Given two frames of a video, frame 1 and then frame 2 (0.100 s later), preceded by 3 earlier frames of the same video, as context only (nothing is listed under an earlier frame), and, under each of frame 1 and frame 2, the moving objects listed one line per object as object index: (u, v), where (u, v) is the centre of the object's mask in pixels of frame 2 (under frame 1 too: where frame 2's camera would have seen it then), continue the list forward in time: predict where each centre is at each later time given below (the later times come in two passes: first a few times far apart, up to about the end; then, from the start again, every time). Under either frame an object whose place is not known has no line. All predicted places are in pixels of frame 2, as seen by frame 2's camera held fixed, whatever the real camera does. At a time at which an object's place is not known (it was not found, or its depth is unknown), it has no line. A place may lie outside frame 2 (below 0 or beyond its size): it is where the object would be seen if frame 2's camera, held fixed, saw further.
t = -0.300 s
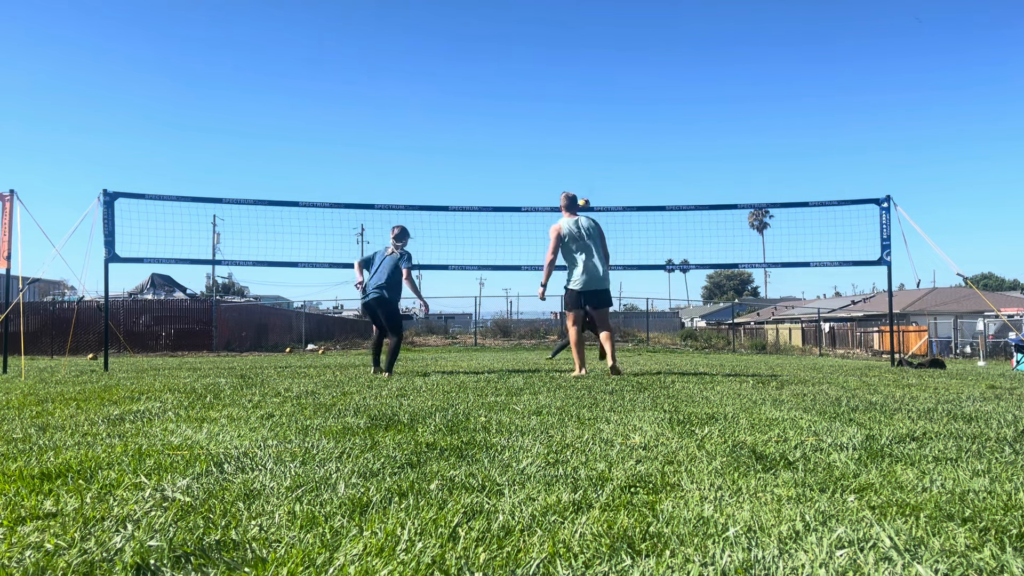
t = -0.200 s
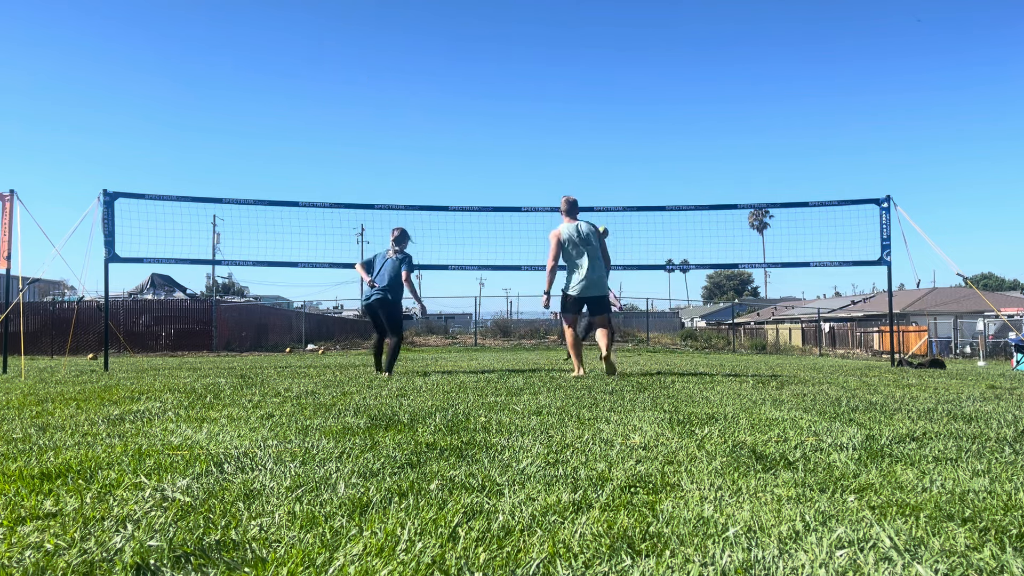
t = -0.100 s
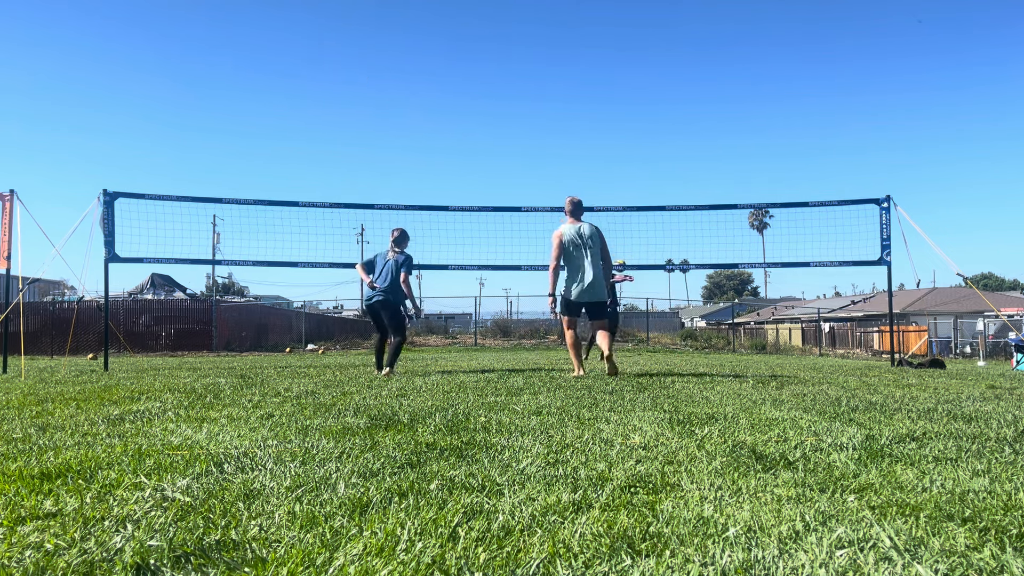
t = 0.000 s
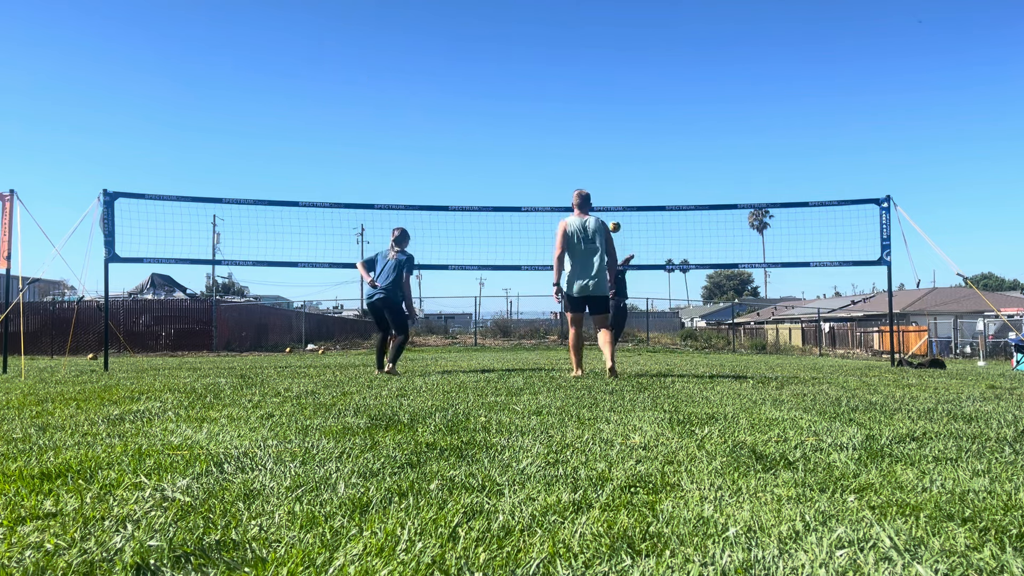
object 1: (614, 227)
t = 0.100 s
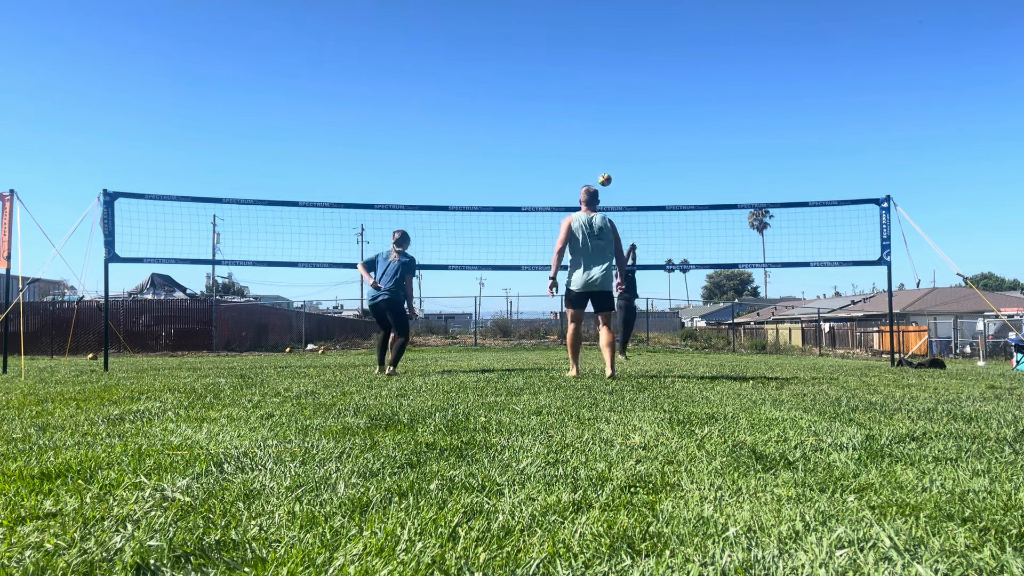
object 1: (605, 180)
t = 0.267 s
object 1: (591, 114)
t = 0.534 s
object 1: (573, 47)
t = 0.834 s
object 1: (557, 25)
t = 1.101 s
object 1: (548, 57)
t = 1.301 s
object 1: (544, 113)
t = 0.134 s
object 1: (602, 165)
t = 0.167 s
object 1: (599, 151)
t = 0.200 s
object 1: (597, 138)
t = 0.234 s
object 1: (594, 126)
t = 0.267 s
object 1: (591, 114)
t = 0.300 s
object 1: (589, 104)
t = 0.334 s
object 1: (586, 93)
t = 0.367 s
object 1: (584, 84)
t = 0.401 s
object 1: (582, 75)
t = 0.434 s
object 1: (580, 67)
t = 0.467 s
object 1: (577, 59)
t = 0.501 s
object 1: (575, 53)
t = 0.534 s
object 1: (573, 47)
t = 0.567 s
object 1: (571, 41)
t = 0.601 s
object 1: (569, 37)
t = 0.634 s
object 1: (567, 33)
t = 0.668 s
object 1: (566, 30)
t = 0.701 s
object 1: (564, 28)
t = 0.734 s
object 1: (562, 26)
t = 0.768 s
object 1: (560, 25)
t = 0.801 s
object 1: (559, 25)
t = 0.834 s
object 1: (557, 25)
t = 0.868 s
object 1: (556, 27)
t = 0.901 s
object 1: (555, 29)
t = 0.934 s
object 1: (553, 32)
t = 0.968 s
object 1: (552, 35)
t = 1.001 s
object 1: (551, 39)
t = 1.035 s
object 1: (550, 44)
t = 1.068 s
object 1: (549, 50)
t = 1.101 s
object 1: (548, 57)
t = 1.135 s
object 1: (547, 64)
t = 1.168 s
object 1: (546, 72)
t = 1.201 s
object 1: (546, 81)
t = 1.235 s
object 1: (545, 91)
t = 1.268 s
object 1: (545, 101)
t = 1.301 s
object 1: (544, 113)
